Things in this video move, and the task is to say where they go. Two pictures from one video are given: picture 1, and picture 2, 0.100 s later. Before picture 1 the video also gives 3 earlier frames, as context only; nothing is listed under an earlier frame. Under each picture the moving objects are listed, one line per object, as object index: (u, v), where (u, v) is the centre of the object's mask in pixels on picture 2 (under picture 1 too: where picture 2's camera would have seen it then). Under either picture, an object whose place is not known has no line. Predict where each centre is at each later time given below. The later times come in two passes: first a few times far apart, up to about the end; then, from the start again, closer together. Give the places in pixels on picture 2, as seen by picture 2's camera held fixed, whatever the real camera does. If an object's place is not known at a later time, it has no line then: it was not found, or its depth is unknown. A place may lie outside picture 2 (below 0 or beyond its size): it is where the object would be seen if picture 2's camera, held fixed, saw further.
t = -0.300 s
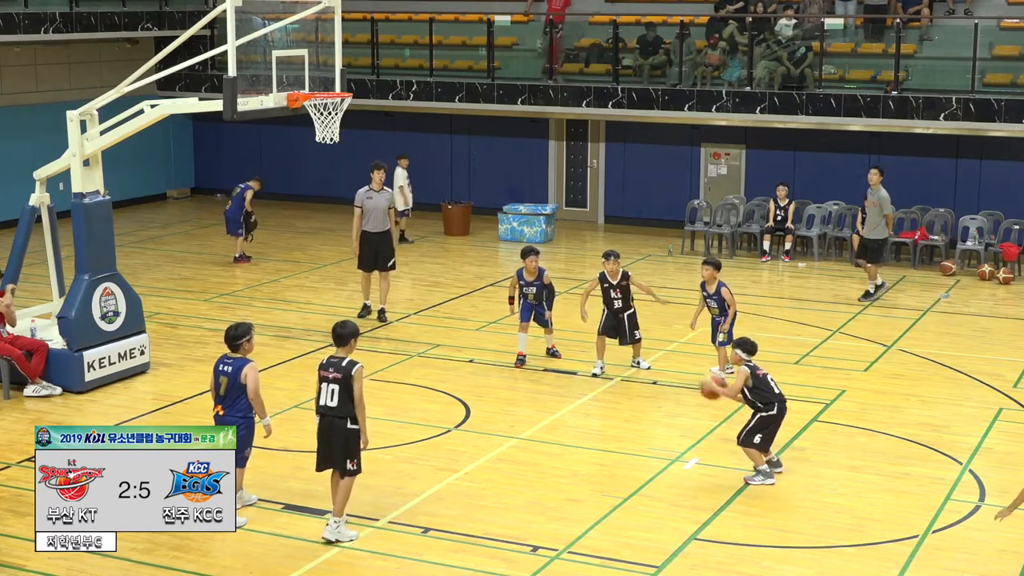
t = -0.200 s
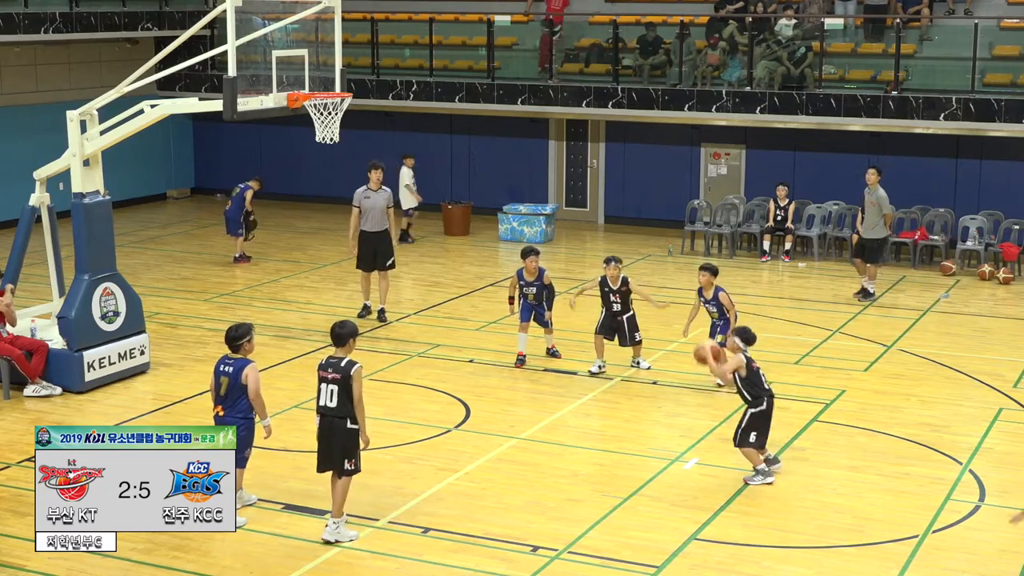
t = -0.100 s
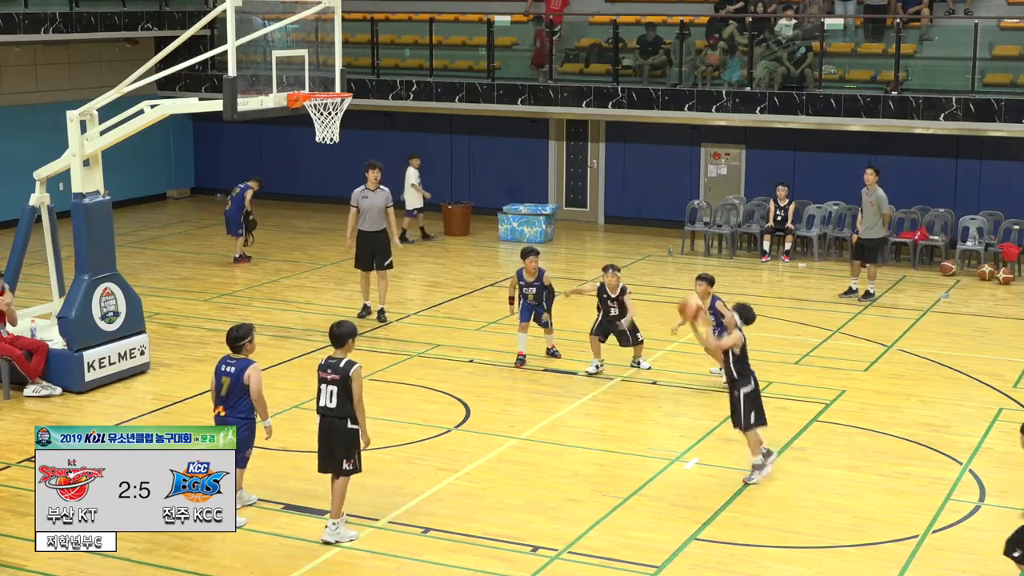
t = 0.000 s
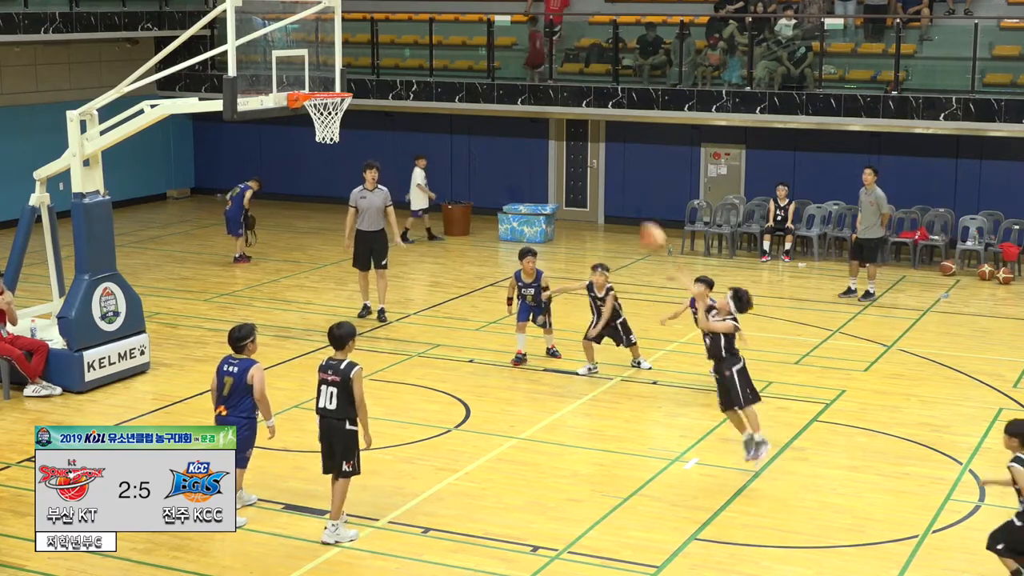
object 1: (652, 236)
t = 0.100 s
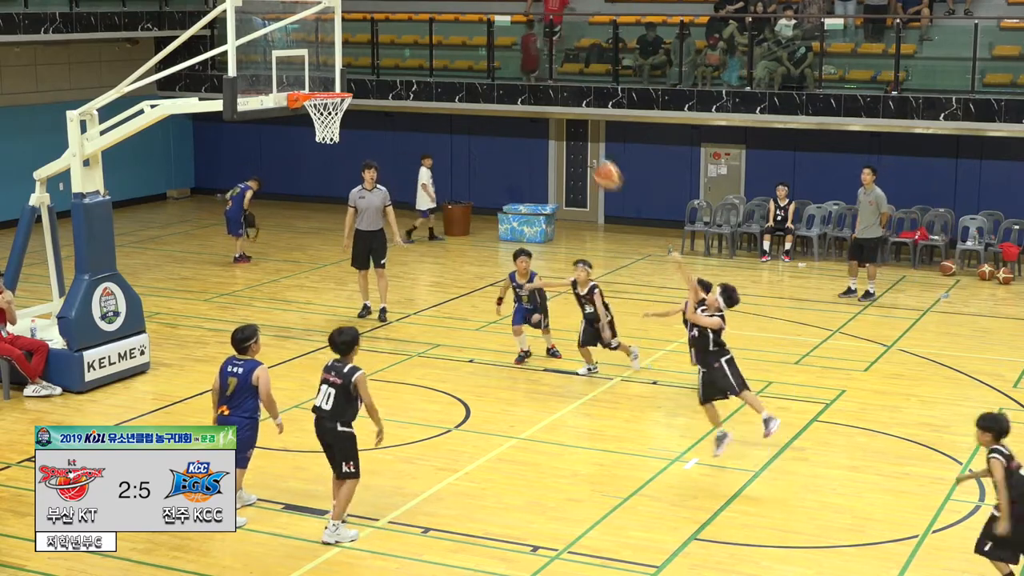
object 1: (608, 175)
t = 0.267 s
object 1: (535, 97)
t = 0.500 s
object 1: (439, 45)
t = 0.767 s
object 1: (337, 60)
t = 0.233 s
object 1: (549, 111)
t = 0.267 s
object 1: (535, 97)
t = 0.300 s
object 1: (521, 87)
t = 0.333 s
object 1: (507, 77)
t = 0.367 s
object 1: (493, 68)
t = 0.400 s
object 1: (480, 61)
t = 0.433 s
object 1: (466, 54)
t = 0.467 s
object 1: (451, 49)
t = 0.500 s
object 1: (439, 45)
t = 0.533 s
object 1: (425, 43)
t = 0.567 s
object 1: (413, 42)
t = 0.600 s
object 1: (399, 42)
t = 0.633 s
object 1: (387, 44)
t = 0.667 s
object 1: (374, 46)
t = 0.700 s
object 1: (361, 49)
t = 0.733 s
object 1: (349, 54)
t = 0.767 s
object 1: (337, 60)
